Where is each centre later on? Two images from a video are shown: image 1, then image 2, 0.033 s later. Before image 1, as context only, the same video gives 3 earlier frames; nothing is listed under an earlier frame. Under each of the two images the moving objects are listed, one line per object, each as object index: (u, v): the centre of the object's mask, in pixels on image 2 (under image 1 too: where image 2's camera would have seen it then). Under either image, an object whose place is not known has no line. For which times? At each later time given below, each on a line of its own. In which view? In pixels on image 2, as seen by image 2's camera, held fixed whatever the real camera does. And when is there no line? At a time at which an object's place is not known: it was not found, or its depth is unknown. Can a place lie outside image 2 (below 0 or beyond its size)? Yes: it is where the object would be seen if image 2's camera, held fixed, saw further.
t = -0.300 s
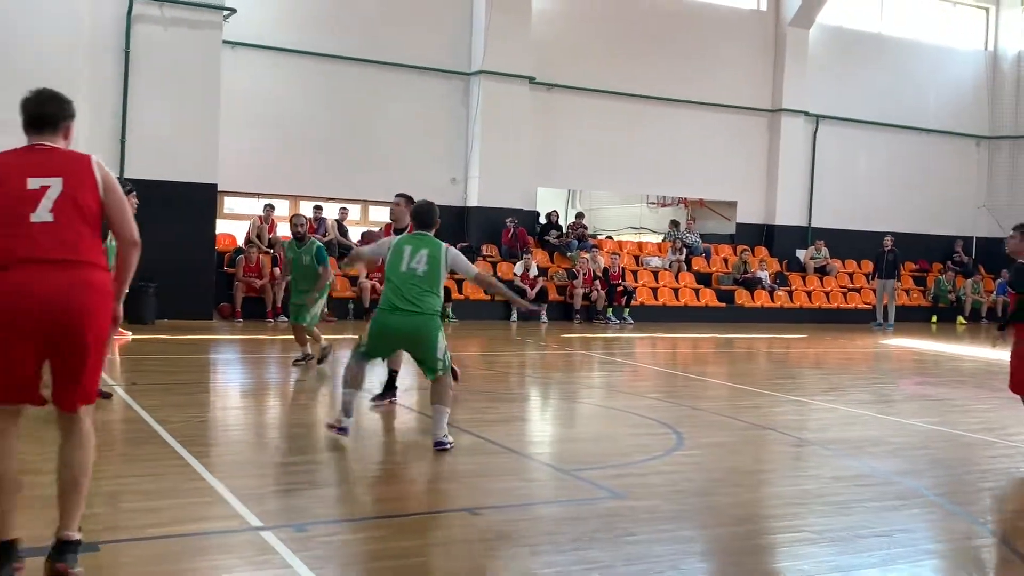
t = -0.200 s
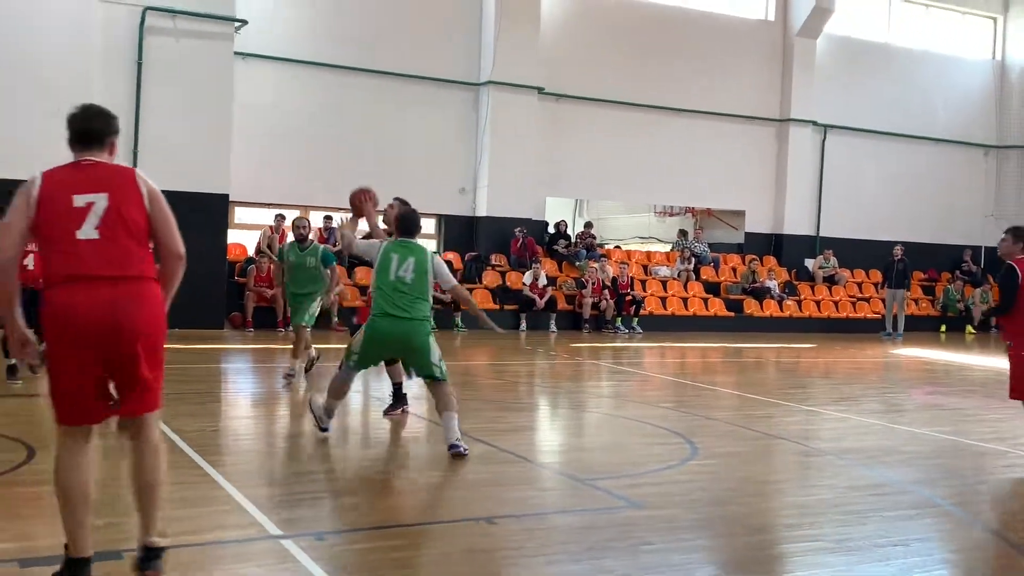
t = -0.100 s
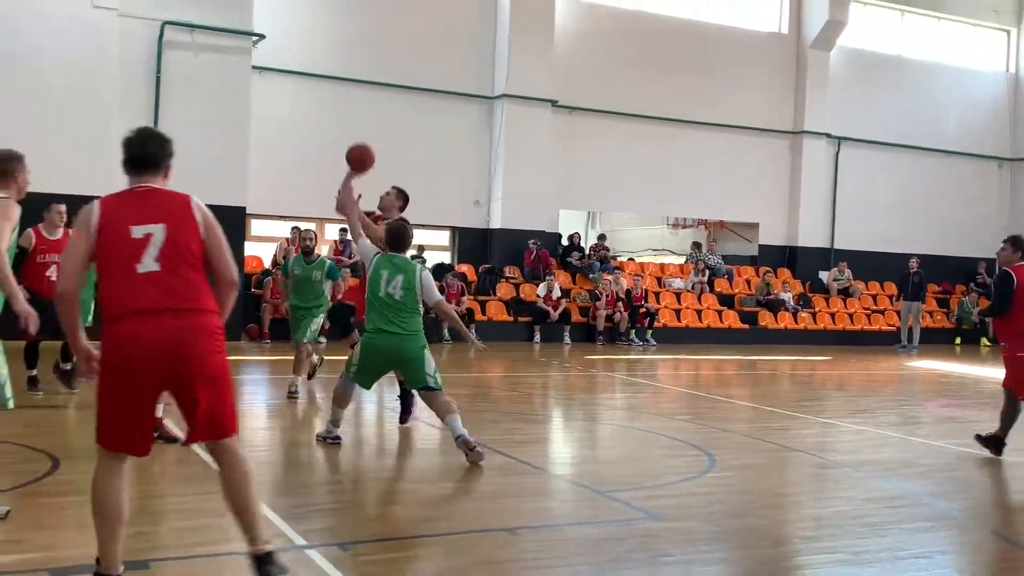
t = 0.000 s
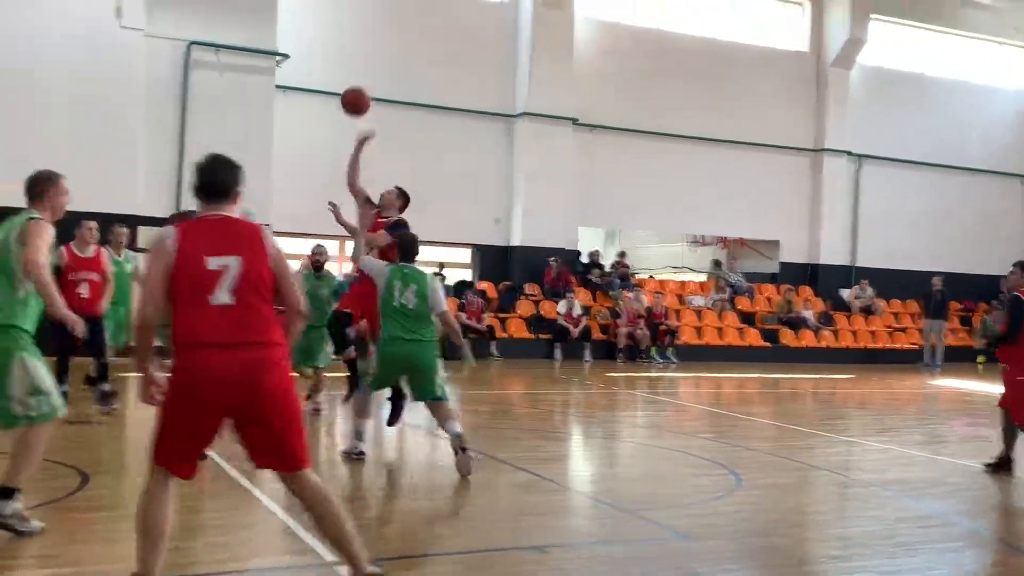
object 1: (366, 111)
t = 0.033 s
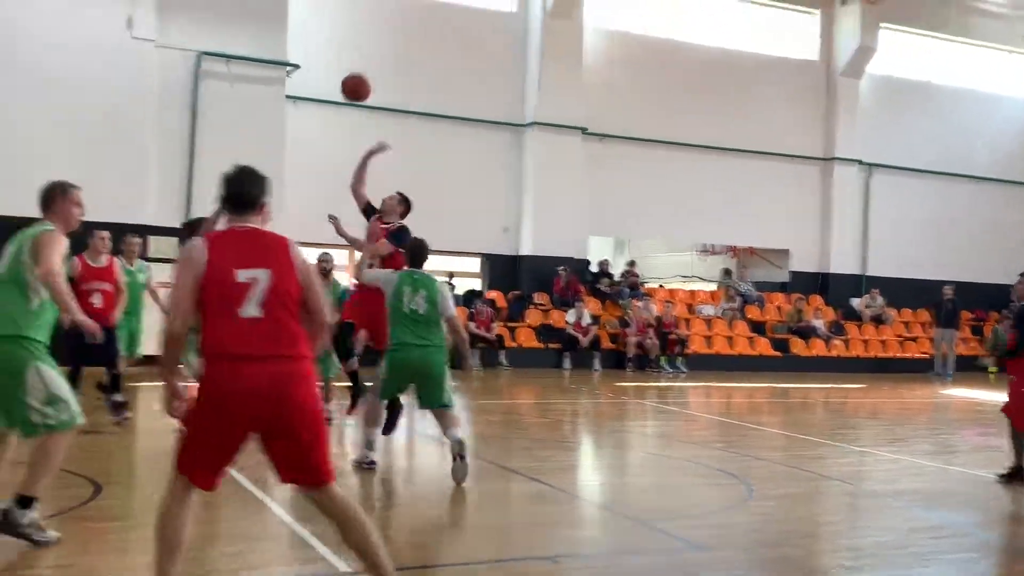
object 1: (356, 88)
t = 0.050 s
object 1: (350, 77)
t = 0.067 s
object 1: (345, 66)
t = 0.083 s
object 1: (339, 55)
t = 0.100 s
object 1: (334, 44)
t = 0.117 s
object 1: (328, 34)
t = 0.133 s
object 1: (322, 24)
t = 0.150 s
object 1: (317, 14)
